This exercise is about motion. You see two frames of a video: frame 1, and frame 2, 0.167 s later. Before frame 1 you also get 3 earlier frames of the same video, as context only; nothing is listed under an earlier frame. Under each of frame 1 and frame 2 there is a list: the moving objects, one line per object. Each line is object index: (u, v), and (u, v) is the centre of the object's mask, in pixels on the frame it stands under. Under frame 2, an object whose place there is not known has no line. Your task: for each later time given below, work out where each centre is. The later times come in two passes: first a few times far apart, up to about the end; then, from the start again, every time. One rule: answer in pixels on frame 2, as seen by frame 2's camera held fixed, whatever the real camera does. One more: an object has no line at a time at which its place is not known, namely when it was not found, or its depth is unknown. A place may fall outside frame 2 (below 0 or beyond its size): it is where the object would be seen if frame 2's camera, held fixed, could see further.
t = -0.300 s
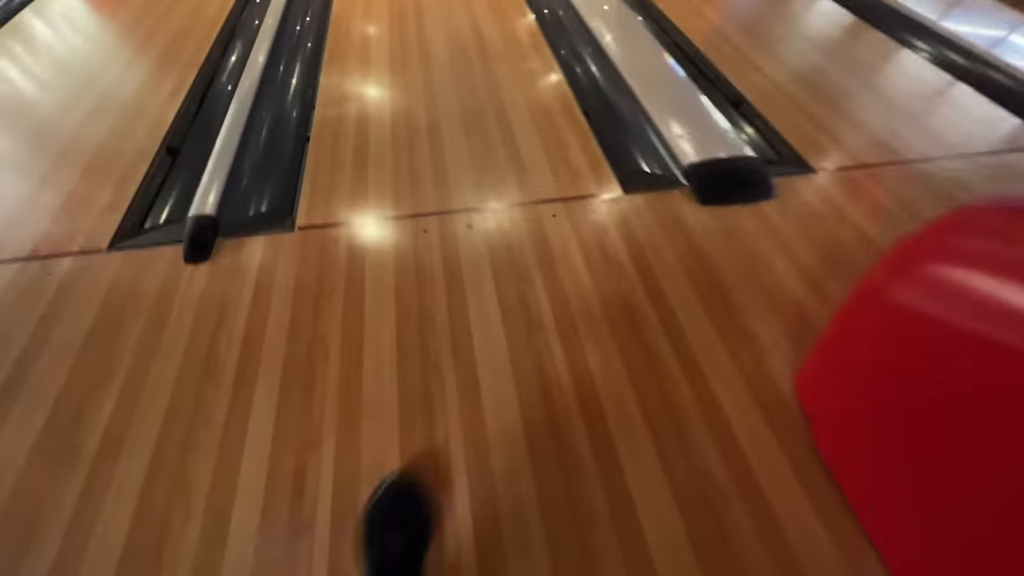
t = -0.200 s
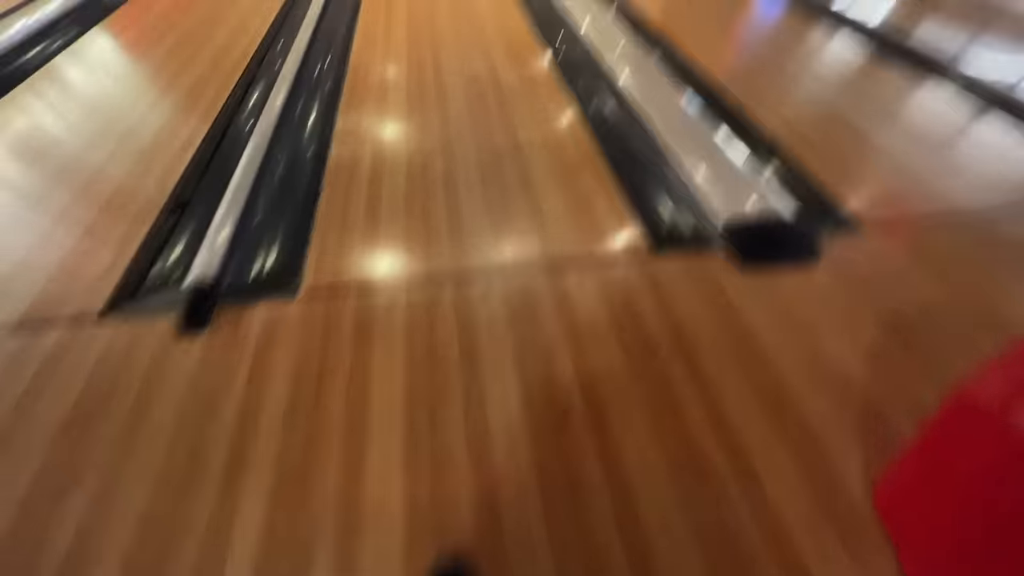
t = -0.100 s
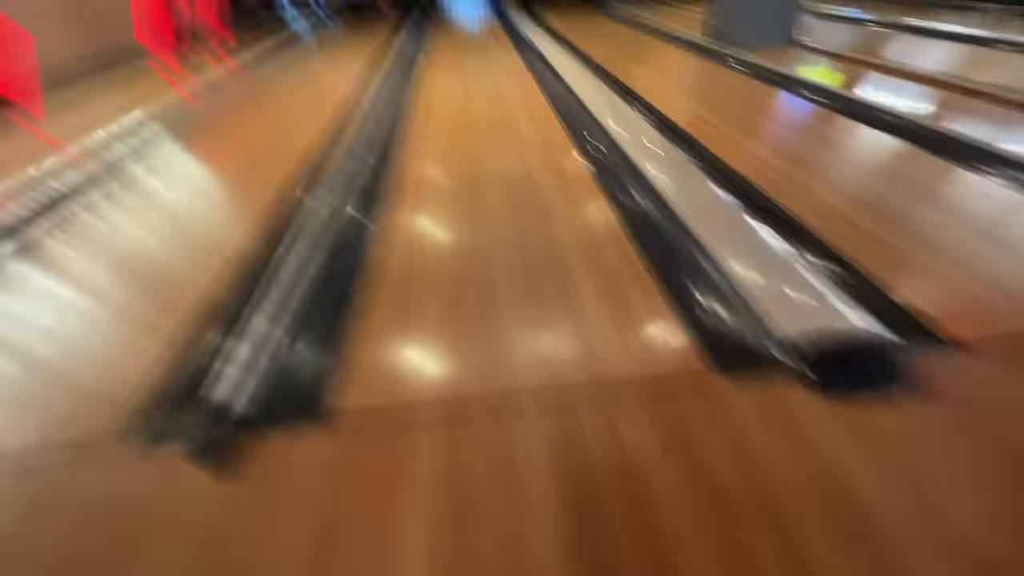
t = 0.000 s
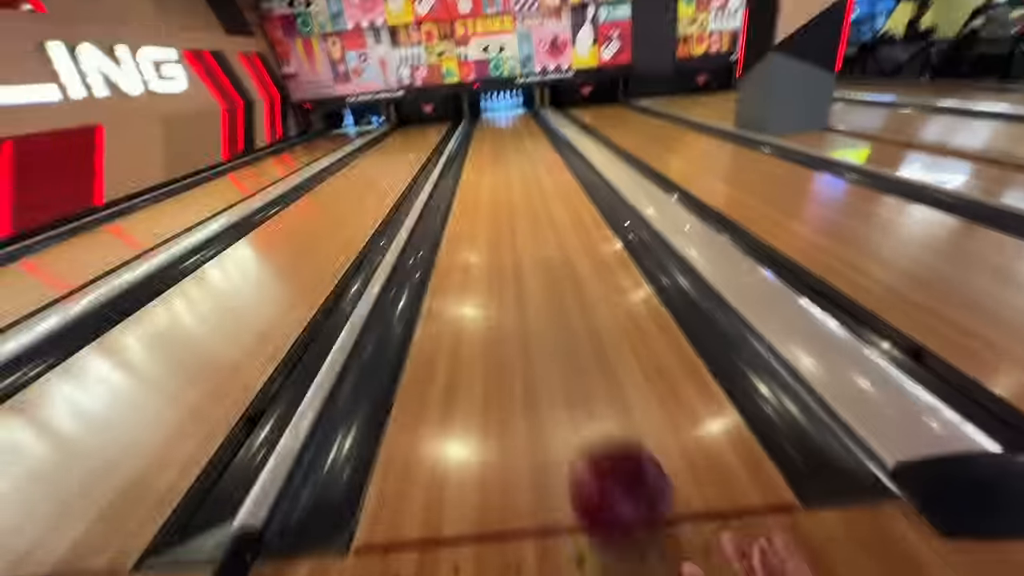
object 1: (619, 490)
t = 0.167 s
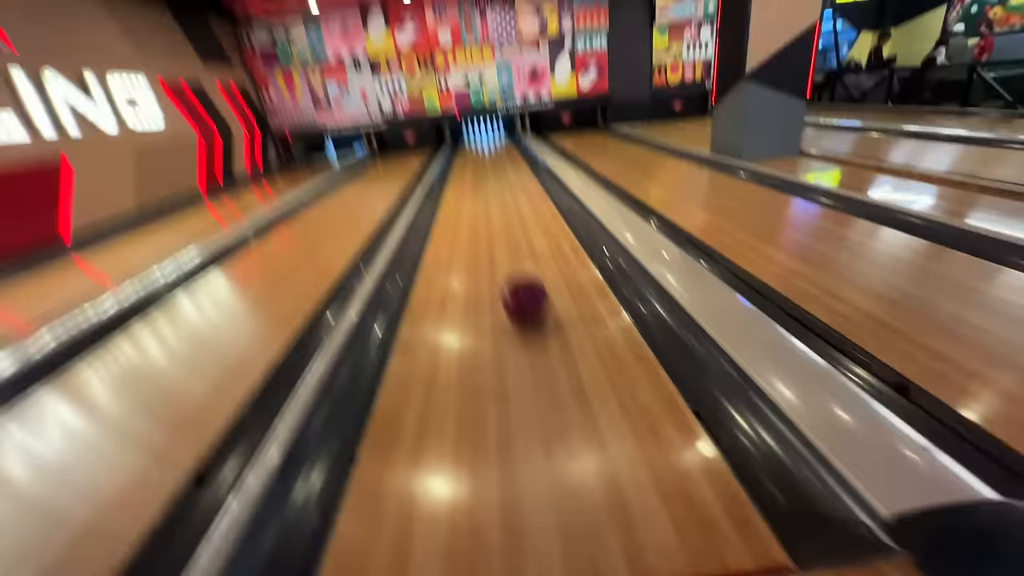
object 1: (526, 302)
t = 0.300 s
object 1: (508, 237)
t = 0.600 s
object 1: (491, 180)
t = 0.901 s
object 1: (483, 157)
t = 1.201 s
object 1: (478, 144)
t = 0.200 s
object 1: (519, 279)
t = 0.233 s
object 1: (515, 262)
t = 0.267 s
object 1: (511, 248)
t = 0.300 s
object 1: (508, 237)
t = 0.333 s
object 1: (505, 227)
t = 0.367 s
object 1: (502, 218)
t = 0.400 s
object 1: (500, 210)
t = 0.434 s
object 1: (498, 204)
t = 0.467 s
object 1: (496, 198)
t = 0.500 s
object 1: (495, 193)
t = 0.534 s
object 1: (493, 188)
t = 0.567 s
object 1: (492, 184)
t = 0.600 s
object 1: (491, 180)
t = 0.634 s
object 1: (490, 177)
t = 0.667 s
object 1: (488, 173)
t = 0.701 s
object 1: (488, 170)
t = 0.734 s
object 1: (487, 168)
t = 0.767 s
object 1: (486, 165)
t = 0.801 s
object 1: (485, 163)
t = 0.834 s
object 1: (484, 161)
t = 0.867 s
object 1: (484, 159)
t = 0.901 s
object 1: (483, 157)
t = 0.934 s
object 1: (482, 155)
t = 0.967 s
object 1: (481, 154)
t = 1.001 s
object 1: (481, 152)
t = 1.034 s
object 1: (480, 151)
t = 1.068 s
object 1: (480, 150)
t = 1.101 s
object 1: (479, 148)
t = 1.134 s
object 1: (479, 147)
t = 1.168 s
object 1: (479, 146)
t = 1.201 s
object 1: (478, 144)
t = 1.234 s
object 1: (477, 144)
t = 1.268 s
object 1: (477, 143)
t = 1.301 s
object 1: (477, 142)
